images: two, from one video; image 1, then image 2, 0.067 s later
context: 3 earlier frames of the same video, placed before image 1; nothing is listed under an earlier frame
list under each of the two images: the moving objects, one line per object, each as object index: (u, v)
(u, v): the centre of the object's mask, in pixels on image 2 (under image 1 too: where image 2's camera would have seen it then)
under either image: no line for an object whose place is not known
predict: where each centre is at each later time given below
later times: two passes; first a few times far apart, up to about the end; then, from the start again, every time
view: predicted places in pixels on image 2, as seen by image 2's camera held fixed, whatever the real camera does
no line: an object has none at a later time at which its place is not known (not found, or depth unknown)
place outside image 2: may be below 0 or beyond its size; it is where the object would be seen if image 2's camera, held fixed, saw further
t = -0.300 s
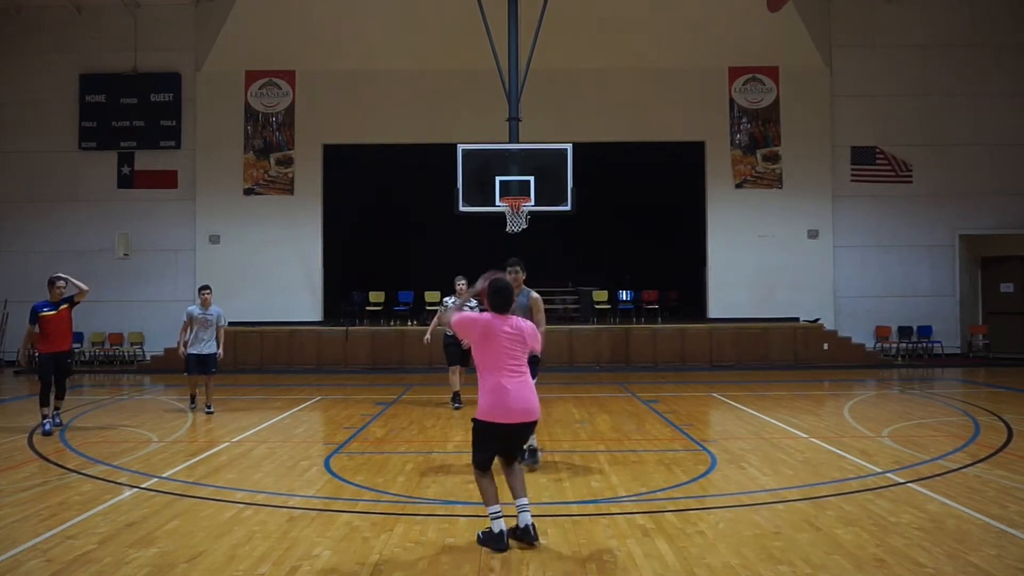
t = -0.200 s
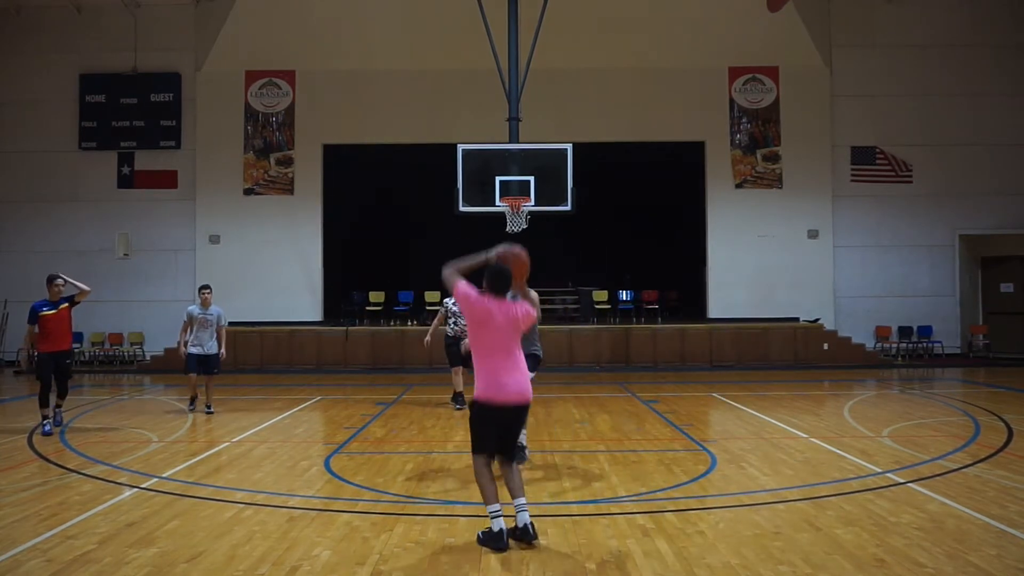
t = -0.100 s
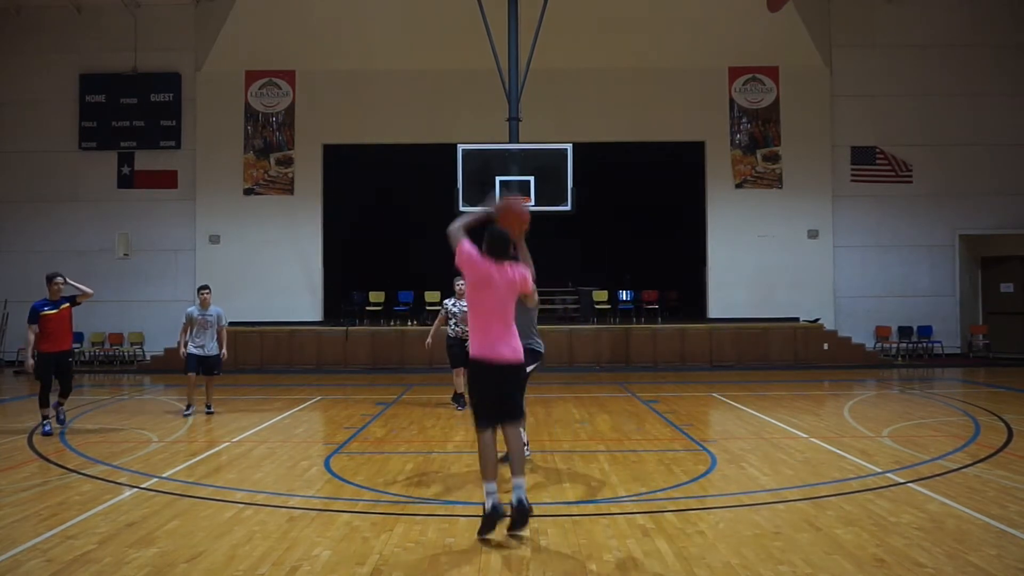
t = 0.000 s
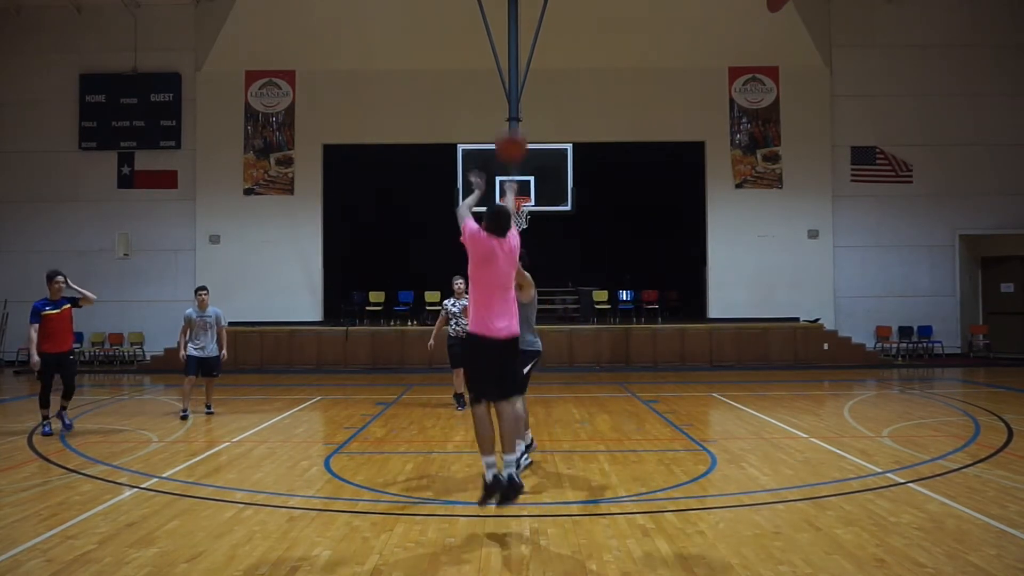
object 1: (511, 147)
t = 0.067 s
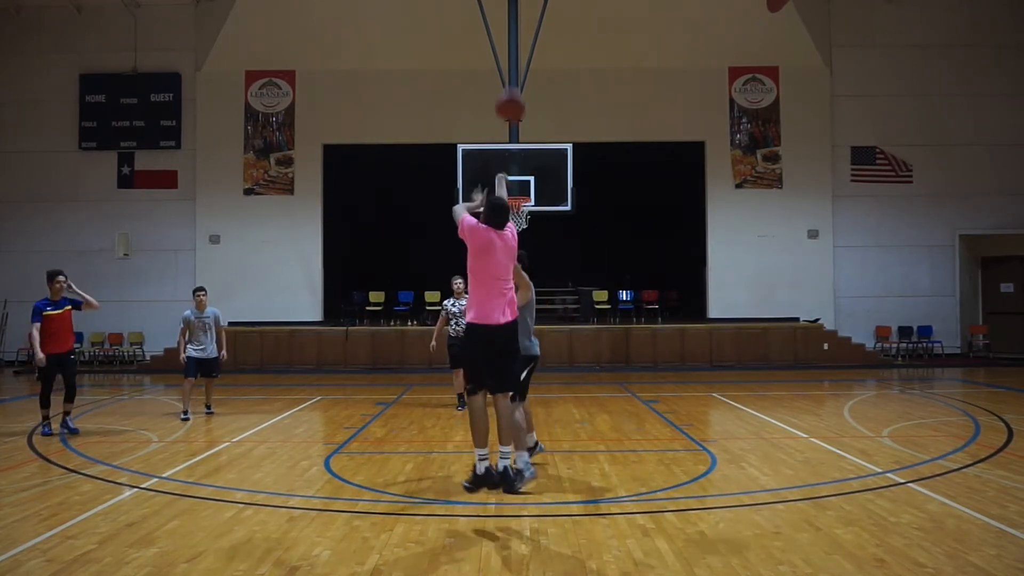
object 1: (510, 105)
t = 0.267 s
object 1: (509, 44)
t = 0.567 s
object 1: (509, 44)
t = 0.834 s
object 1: (511, 95)
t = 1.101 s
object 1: (511, 179)
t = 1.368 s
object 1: (543, 142)
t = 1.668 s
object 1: (594, 111)
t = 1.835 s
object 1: (628, 121)
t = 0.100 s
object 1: (510, 90)
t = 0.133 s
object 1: (509, 77)
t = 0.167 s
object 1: (509, 67)
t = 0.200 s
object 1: (509, 57)
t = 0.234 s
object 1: (509, 50)
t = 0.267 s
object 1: (509, 44)
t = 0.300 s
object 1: (509, 40)
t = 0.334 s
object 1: (509, 37)
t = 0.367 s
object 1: (509, 35)
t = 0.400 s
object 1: (509, 34)
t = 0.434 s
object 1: (509, 34)
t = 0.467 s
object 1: (509, 35)
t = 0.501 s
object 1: (509, 37)
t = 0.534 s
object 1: (509, 40)
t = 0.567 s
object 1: (509, 44)
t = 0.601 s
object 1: (509, 48)
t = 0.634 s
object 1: (509, 53)
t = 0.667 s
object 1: (509, 59)
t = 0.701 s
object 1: (510, 65)
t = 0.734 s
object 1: (511, 72)
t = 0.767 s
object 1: (510, 79)
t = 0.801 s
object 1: (510, 87)
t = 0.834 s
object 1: (511, 95)
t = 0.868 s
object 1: (511, 104)
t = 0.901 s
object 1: (511, 114)
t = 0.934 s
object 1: (511, 123)
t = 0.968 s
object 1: (511, 134)
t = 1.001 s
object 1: (511, 145)
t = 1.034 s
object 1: (511, 157)
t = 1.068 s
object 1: (511, 166)
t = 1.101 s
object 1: (511, 179)
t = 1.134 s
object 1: (511, 190)
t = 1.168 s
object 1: (514, 189)
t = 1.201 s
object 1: (519, 180)
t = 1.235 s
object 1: (523, 171)
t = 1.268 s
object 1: (528, 163)
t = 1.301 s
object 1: (533, 158)
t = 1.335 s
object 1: (537, 150)
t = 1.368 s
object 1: (543, 142)
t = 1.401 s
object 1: (547, 136)
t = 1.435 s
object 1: (553, 131)
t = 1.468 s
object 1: (558, 126)
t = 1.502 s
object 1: (564, 122)
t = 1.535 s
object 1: (569, 118)
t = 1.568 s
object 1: (575, 115)
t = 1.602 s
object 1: (581, 113)
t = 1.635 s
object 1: (588, 112)
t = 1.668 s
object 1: (594, 111)
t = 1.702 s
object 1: (600, 111)
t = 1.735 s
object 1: (607, 112)
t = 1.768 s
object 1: (613, 114)
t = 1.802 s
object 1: (621, 117)
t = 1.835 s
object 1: (628, 121)
